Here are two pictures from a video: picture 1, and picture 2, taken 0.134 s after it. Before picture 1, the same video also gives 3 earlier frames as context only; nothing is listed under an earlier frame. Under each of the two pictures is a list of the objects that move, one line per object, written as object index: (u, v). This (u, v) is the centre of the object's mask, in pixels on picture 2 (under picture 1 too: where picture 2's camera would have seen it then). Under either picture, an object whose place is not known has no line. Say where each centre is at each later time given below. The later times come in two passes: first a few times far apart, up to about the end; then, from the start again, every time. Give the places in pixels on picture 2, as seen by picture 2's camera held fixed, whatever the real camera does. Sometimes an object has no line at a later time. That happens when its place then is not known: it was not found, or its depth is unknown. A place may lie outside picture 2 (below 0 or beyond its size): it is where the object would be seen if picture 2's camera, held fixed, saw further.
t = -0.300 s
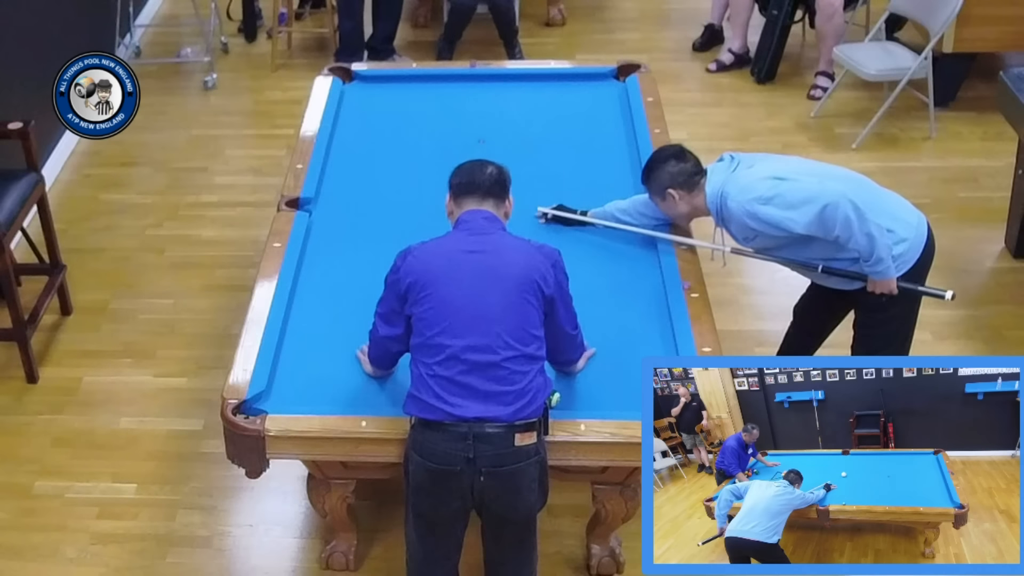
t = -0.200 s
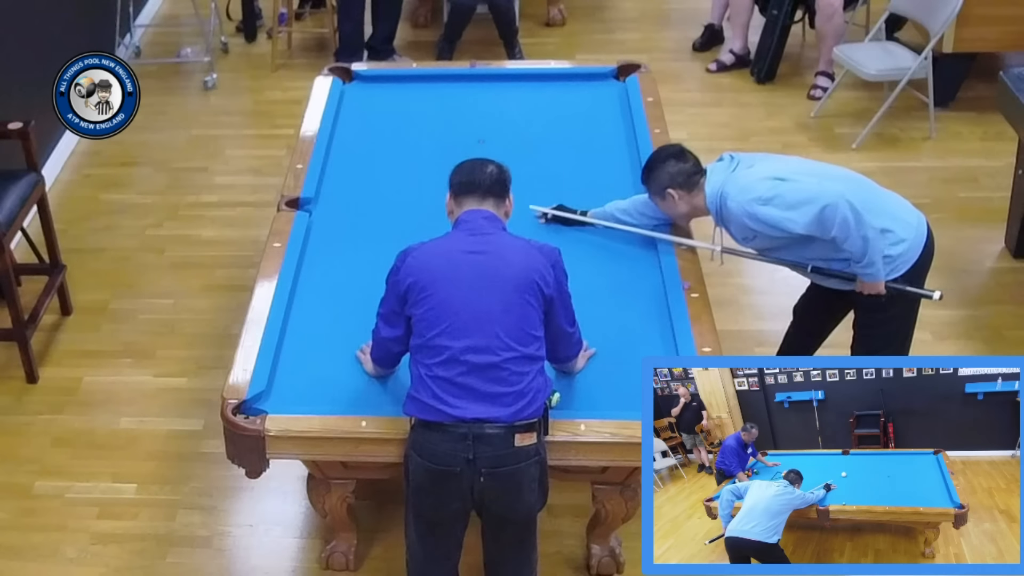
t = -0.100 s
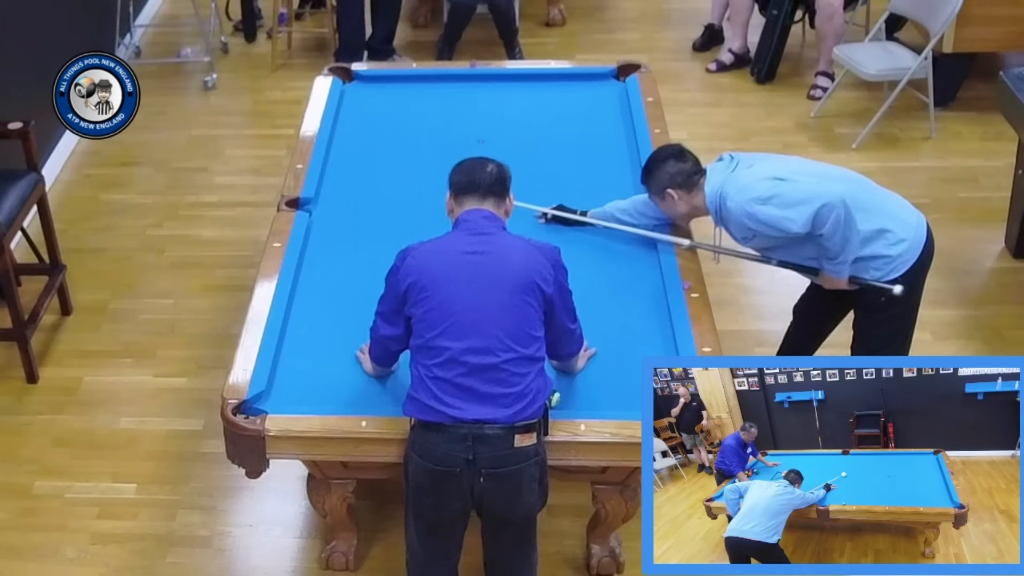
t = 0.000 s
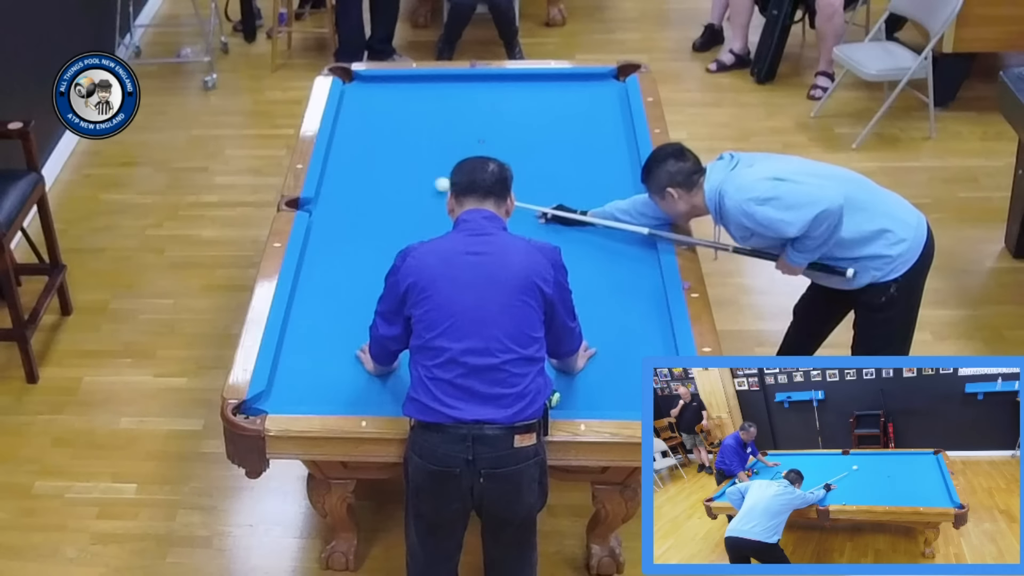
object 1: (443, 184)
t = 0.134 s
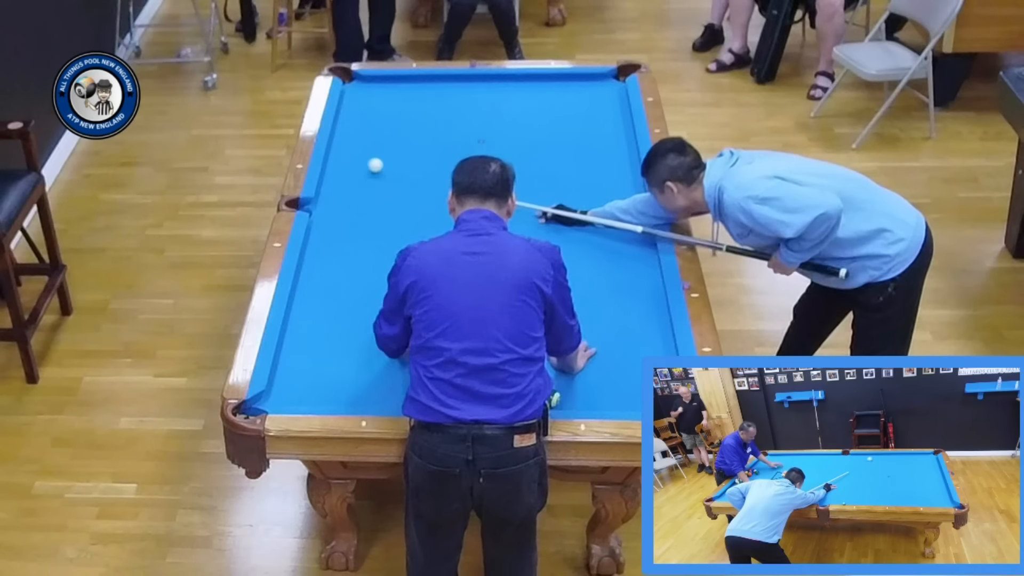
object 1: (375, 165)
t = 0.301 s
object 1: (350, 147)
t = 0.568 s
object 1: (419, 128)
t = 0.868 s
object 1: (490, 108)
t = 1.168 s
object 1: (555, 90)
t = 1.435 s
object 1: (609, 75)
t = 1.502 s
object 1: (622, 76)
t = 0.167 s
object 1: (360, 161)
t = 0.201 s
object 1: (347, 157)
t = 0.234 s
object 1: (333, 152)
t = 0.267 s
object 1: (339, 150)
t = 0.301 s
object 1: (350, 147)
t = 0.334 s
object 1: (360, 145)
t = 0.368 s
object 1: (369, 143)
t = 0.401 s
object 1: (378, 140)
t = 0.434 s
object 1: (386, 138)
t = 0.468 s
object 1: (395, 135)
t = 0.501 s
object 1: (403, 133)
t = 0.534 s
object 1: (411, 131)
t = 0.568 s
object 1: (419, 128)
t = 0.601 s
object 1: (427, 126)
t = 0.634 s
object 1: (435, 124)
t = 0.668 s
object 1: (444, 121)
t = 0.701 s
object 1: (451, 119)
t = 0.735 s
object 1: (459, 117)
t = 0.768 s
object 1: (467, 115)
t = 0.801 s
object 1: (474, 113)
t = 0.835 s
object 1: (482, 110)
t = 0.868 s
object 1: (490, 108)
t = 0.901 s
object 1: (497, 106)
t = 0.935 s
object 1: (504, 104)
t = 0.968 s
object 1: (512, 102)
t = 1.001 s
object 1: (519, 100)
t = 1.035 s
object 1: (527, 98)
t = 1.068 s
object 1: (533, 96)
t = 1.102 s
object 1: (541, 94)
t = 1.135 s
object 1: (548, 92)
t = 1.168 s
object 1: (555, 90)
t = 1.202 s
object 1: (562, 88)
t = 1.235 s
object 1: (569, 85)
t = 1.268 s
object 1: (575, 84)
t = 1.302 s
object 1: (583, 81)
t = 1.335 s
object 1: (590, 80)
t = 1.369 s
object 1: (596, 78)
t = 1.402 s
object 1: (603, 76)
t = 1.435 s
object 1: (609, 75)
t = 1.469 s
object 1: (616, 76)
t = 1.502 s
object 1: (622, 76)
